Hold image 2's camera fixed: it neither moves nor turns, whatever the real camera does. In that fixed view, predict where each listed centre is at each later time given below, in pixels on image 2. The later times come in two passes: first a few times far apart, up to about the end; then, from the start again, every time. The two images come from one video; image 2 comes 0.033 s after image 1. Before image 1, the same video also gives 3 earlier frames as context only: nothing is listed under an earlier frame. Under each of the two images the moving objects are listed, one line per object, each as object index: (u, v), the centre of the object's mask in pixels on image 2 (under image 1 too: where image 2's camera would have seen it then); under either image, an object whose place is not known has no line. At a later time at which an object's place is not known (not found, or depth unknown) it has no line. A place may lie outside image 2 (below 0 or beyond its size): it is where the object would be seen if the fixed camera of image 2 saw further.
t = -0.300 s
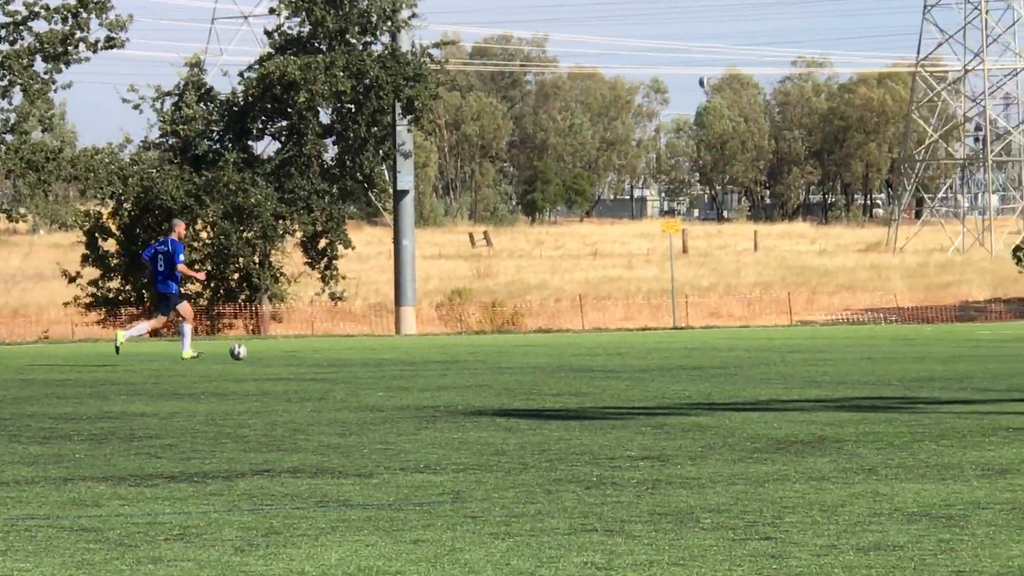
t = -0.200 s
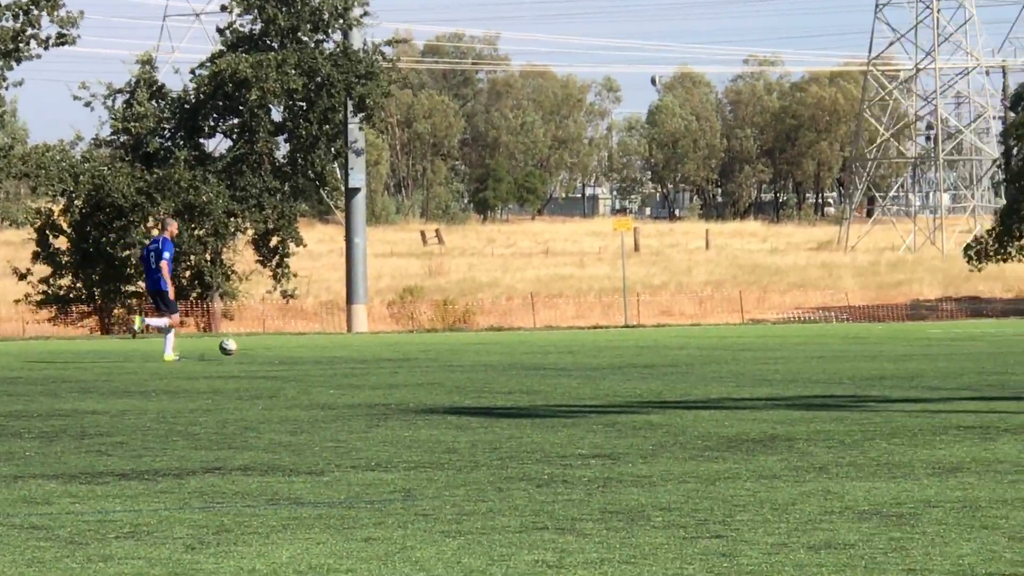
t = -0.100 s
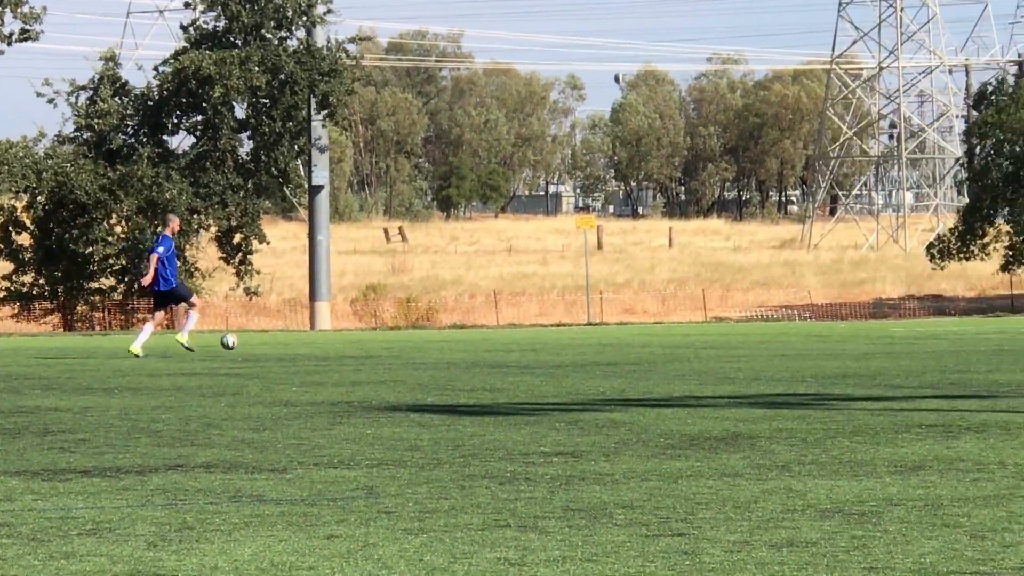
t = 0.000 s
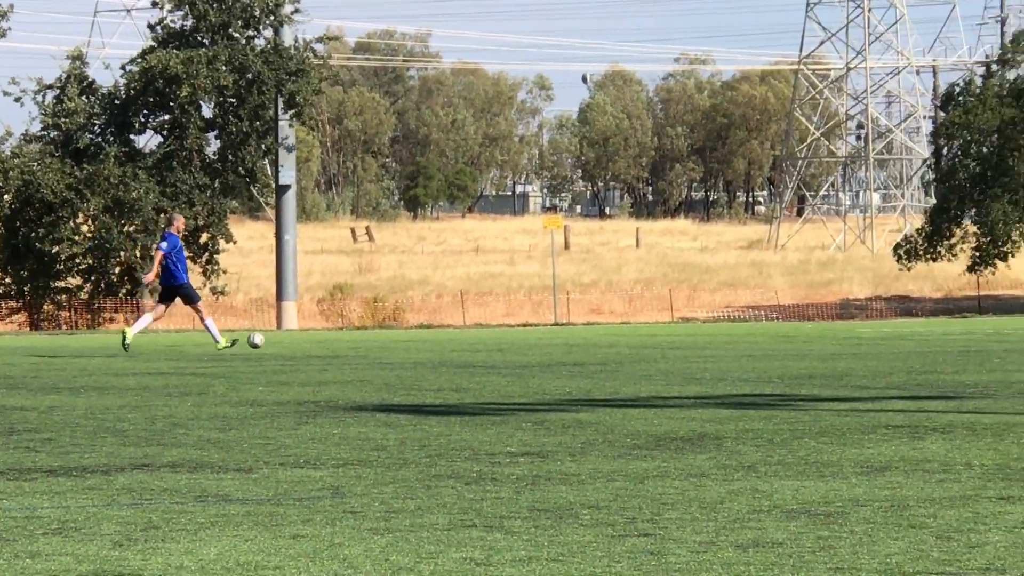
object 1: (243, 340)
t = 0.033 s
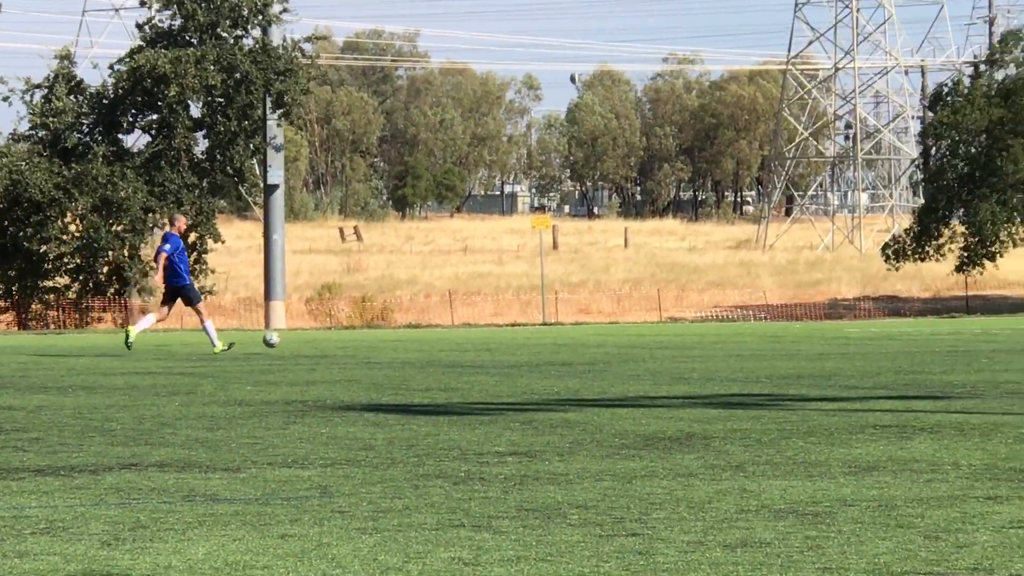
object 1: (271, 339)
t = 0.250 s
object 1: (435, 338)
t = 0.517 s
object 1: (595, 335)
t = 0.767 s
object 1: (721, 333)
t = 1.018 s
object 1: (838, 333)
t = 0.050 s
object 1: (285, 340)
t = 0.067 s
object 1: (300, 340)
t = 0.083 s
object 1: (314, 341)
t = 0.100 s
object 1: (327, 342)
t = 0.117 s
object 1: (341, 343)
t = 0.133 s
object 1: (355, 344)
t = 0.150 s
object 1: (367, 345)
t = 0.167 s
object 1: (379, 343)
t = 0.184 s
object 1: (390, 342)
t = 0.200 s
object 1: (401, 341)
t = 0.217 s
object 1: (413, 339)
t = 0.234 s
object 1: (424, 339)
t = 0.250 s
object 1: (435, 338)
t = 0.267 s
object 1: (446, 337)
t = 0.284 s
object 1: (457, 337)
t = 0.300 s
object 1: (468, 337)
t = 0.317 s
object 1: (479, 338)
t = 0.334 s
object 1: (490, 338)
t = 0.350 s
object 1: (501, 339)
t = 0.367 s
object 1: (511, 339)
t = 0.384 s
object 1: (522, 341)
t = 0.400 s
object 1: (533, 342)
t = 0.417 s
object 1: (542, 341)
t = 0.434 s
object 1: (551, 340)
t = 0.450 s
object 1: (560, 339)
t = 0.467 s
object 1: (569, 337)
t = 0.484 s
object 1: (578, 336)
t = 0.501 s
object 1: (586, 336)
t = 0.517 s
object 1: (595, 335)
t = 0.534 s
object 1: (604, 335)
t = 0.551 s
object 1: (612, 335)
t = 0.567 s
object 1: (621, 335)
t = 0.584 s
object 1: (630, 336)
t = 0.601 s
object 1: (639, 337)
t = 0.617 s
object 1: (648, 337)
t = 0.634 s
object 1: (656, 339)
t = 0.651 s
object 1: (664, 338)
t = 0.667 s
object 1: (673, 337)
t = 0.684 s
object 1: (681, 335)
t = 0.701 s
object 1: (688, 334)
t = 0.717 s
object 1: (697, 334)
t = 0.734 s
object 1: (705, 333)
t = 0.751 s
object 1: (713, 333)
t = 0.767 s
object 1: (721, 333)
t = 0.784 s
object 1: (729, 333)
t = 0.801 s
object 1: (737, 333)
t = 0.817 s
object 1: (745, 334)
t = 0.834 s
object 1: (753, 334)
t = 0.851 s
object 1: (760, 335)
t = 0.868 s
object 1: (768, 336)
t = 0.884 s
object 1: (776, 336)
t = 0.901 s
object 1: (784, 335)
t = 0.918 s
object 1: (792, 334)
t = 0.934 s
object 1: (800, 333)
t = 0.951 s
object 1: (808, 333)
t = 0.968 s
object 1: (815, 333)
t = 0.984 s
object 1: (823, 333)
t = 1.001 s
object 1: (831, 333)
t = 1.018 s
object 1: (838, 333)
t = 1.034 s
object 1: (846, 334)
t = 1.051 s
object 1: (854, 335)
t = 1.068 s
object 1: (862, 335)
